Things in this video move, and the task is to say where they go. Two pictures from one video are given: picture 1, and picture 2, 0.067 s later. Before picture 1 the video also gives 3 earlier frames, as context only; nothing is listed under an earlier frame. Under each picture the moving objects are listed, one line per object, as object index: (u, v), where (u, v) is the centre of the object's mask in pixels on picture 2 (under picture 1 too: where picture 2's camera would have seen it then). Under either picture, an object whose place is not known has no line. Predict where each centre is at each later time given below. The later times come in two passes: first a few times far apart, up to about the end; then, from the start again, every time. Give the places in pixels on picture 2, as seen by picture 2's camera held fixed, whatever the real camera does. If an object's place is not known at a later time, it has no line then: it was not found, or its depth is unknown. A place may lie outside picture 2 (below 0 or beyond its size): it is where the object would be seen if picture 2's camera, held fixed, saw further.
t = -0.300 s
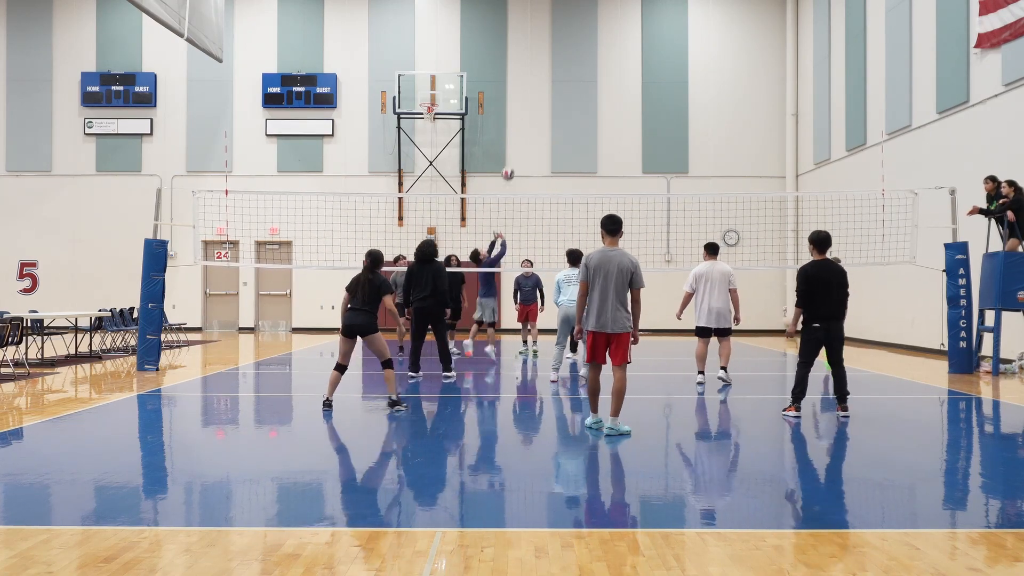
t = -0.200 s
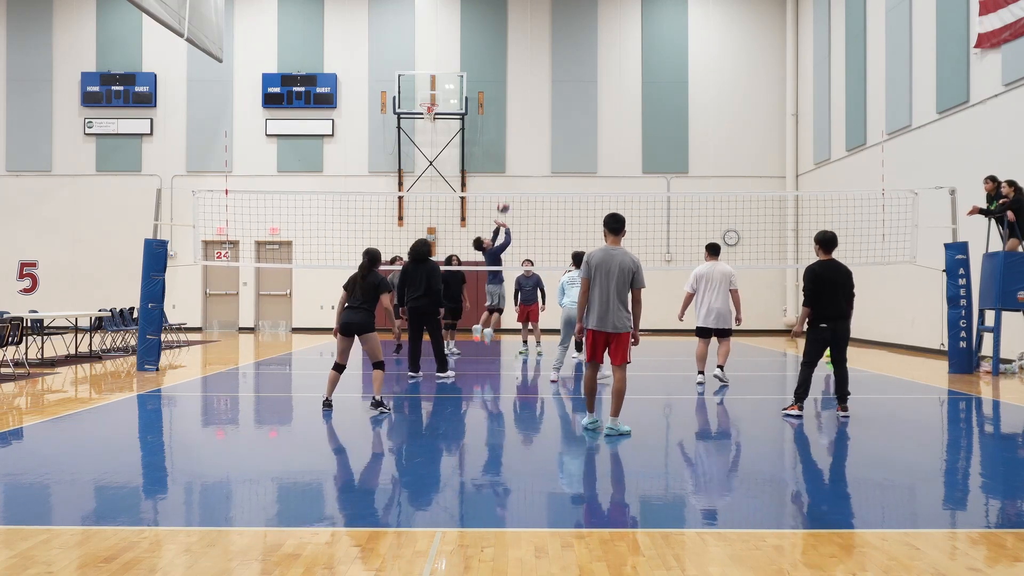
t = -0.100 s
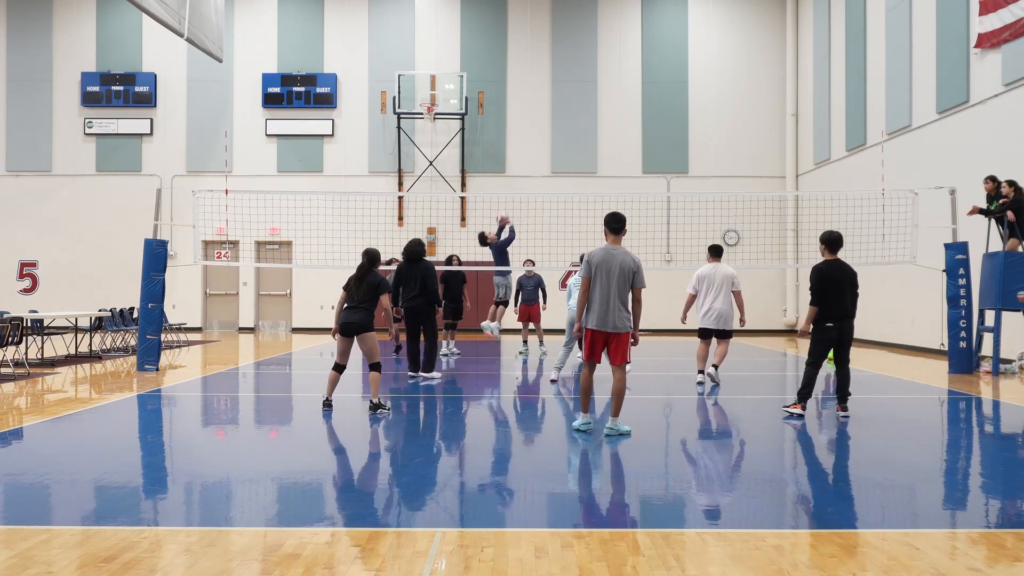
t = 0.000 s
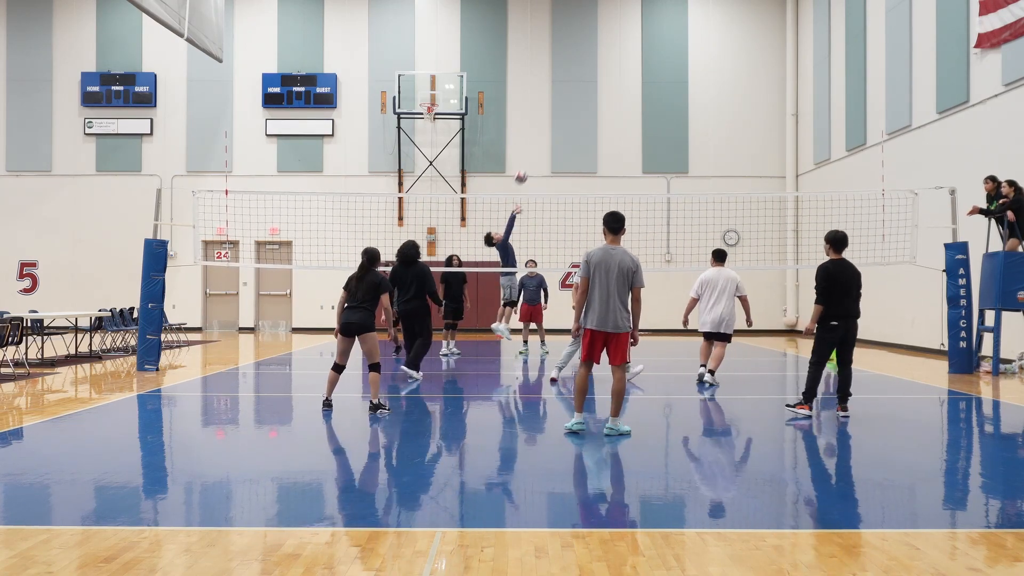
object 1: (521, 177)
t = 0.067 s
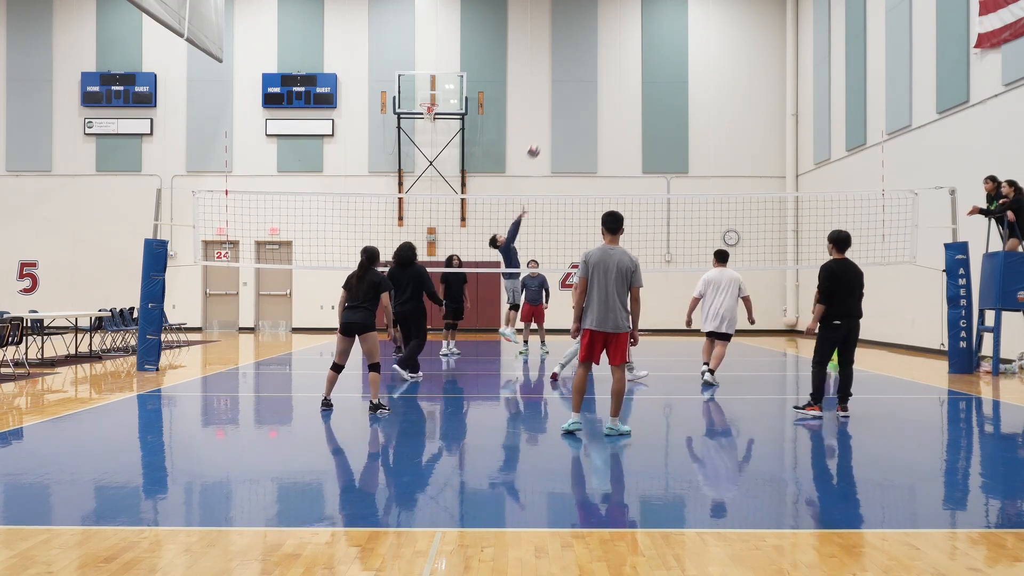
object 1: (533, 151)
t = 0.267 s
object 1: (570, 91)
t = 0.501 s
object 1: (613, 53)
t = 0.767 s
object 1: (663, 53)
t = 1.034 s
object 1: (712, 100)
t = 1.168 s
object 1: (736, 142)
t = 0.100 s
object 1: (540, 139)
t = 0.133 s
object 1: (546, 128)
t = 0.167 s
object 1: (552, 117)
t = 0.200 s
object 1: (558, 108)
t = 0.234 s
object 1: (564, 99)
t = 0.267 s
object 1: (570, 91)
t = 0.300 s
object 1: (576, 83)
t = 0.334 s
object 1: (582, 76)
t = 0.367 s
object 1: (589, 70)
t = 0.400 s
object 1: (595, 65)
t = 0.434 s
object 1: (601, 61)
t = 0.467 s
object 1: (607, 56)
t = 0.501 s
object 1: (613, 53)
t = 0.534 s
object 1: (620, 50)
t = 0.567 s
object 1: (626, 49)
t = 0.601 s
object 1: (632, 48)
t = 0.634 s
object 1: (639, 47)
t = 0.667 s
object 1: (645, 47)
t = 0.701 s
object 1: (651, 48)
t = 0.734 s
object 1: (657, 50)
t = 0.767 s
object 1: (663, 53)
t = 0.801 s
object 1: (669, 56)
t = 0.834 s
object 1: (675, 60)
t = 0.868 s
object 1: (682, 65)
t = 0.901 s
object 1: (687, 71)
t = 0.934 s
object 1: (694, 77)
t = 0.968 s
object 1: (700, 84)
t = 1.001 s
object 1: (706, 92)
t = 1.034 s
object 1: (712, 100)
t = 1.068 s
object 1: (717, 110)
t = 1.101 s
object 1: (724, 120)
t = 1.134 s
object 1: (730, 131)
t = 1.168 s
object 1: (736, 142)
